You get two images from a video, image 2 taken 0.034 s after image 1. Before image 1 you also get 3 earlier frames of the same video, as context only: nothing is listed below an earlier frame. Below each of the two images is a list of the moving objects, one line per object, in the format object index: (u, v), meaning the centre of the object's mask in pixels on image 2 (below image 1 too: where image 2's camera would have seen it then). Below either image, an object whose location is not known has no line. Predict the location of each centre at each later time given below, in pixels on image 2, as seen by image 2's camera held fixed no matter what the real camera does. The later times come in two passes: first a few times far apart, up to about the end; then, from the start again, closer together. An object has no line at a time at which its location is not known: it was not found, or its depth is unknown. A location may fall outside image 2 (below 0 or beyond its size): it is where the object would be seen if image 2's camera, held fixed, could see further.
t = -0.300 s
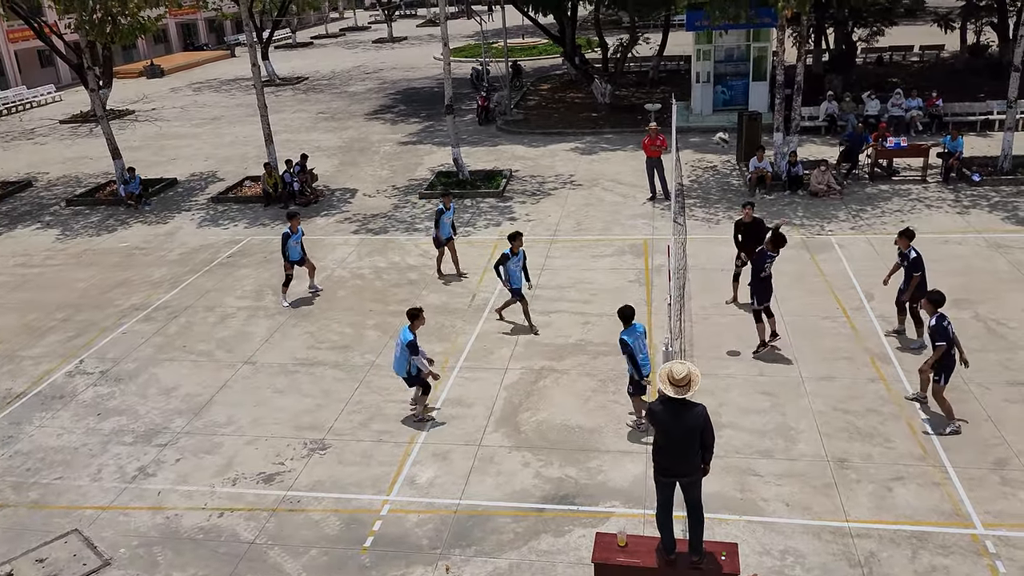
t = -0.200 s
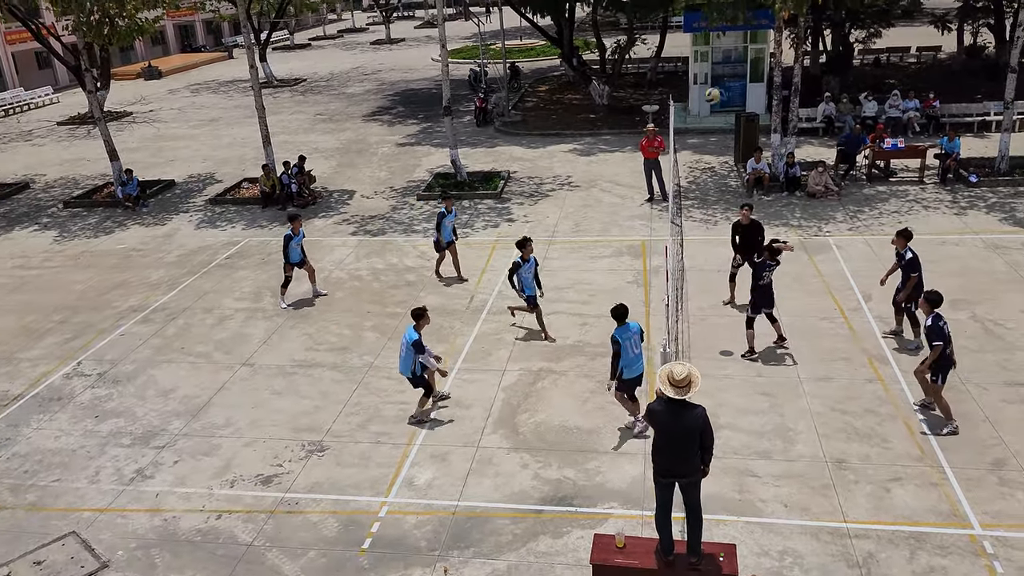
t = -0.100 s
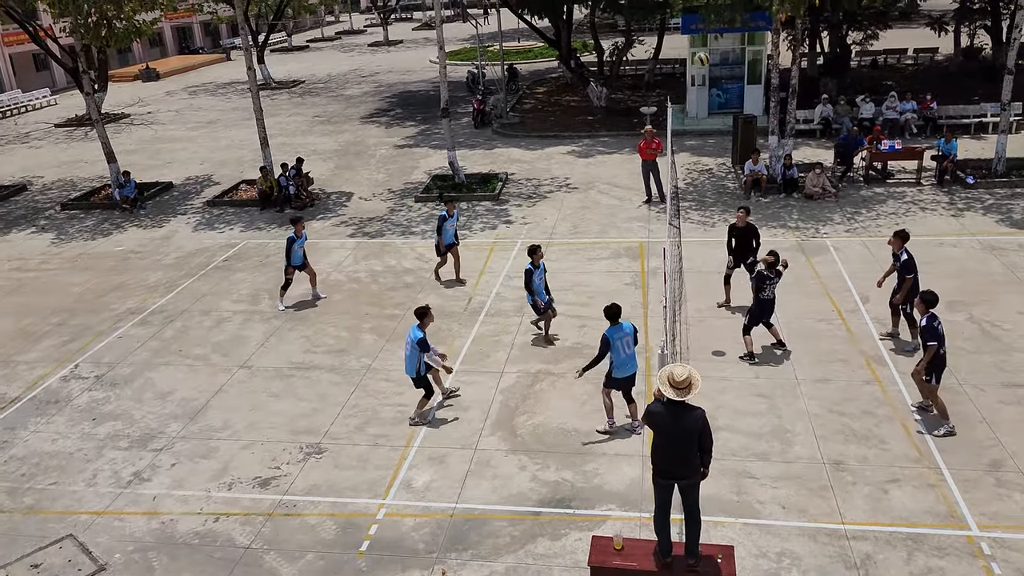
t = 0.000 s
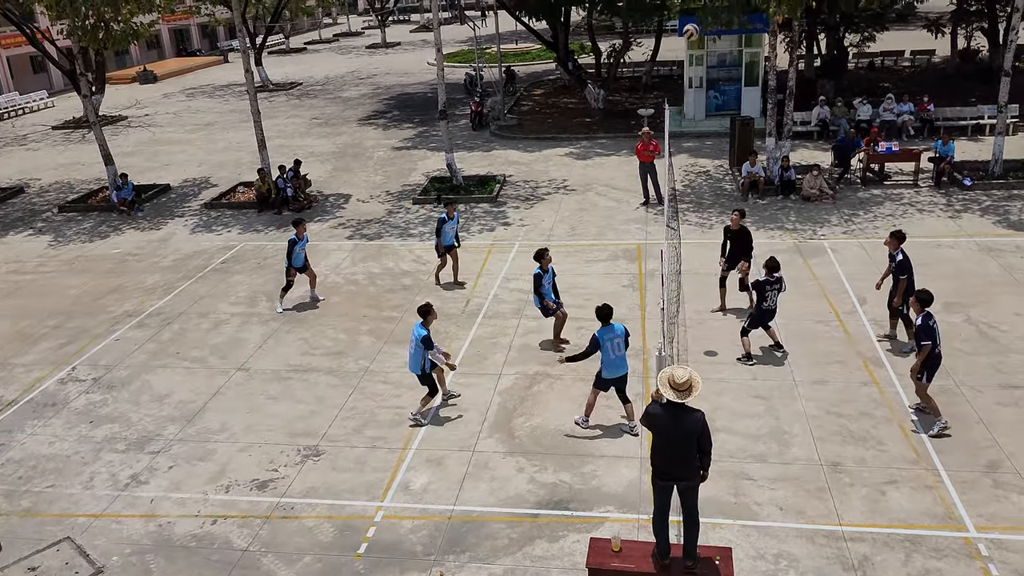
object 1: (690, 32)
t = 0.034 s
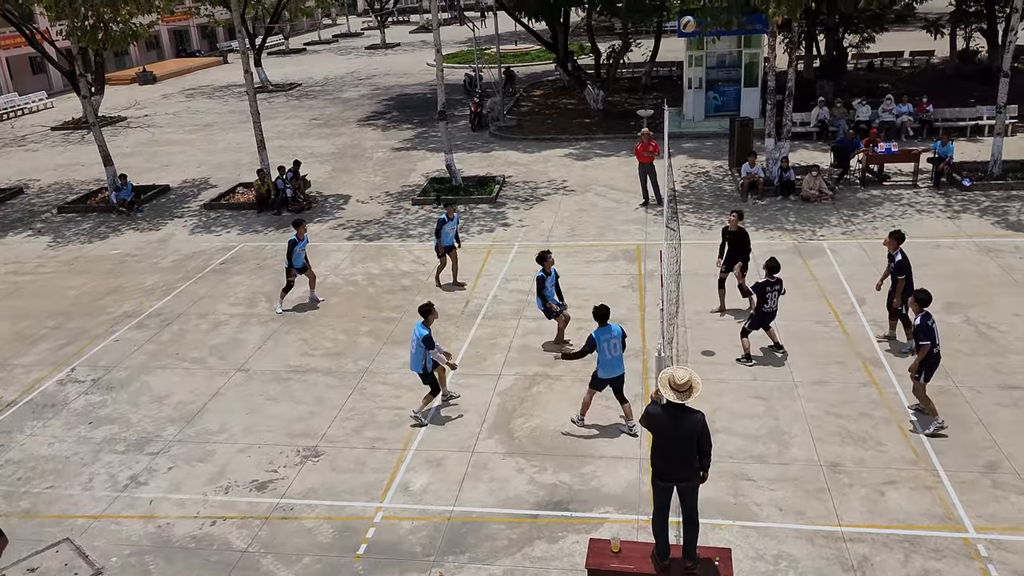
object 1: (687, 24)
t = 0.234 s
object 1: (671, -2)
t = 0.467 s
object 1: (655, -4)
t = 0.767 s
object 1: (635, 56)
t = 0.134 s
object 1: (680, 5)
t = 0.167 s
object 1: (676, 2)
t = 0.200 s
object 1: (674, 0)
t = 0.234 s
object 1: (671, -2)
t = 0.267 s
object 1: (670, -3)
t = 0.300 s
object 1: (667, -5)
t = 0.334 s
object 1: (665, -5)
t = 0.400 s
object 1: (659, -5)
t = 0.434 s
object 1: (657, -5)
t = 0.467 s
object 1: (655, -4)
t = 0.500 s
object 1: (653, -1)
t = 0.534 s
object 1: (651, 4)
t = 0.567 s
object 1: (649, 9)
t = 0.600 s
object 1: (647, 15)
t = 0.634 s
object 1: (644, 21)
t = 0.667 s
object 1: (642, 29)
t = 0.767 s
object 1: (635, 56)
